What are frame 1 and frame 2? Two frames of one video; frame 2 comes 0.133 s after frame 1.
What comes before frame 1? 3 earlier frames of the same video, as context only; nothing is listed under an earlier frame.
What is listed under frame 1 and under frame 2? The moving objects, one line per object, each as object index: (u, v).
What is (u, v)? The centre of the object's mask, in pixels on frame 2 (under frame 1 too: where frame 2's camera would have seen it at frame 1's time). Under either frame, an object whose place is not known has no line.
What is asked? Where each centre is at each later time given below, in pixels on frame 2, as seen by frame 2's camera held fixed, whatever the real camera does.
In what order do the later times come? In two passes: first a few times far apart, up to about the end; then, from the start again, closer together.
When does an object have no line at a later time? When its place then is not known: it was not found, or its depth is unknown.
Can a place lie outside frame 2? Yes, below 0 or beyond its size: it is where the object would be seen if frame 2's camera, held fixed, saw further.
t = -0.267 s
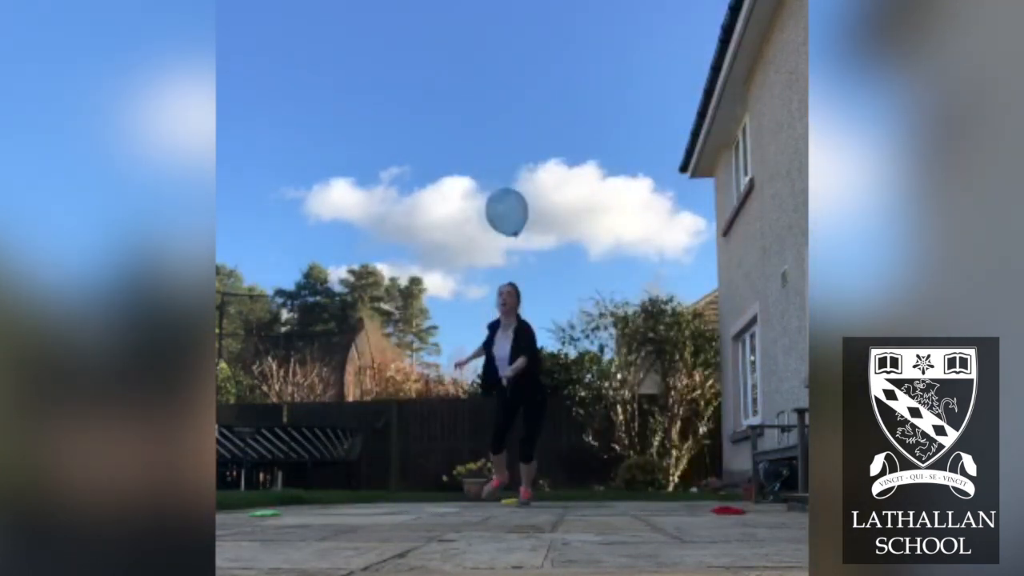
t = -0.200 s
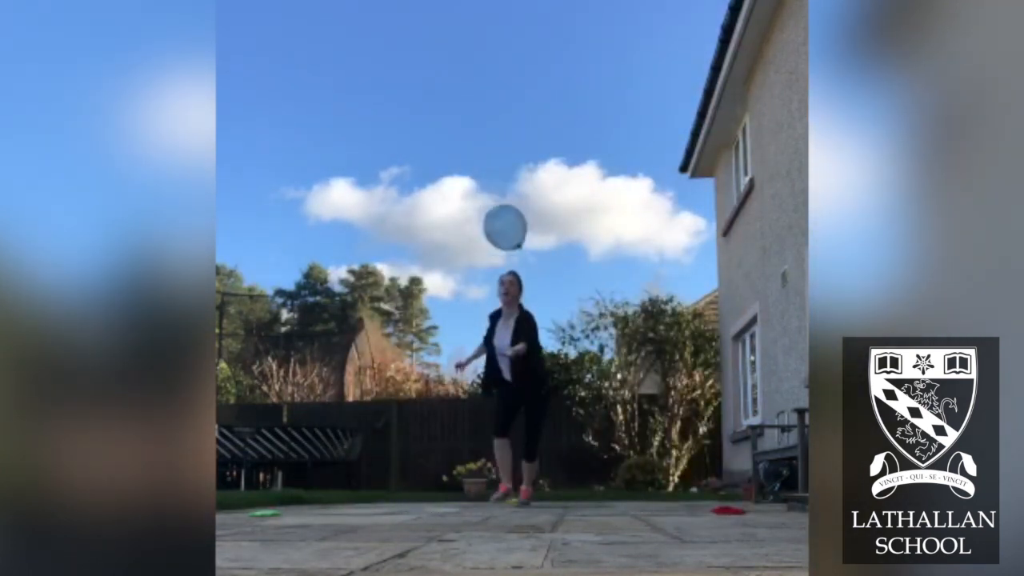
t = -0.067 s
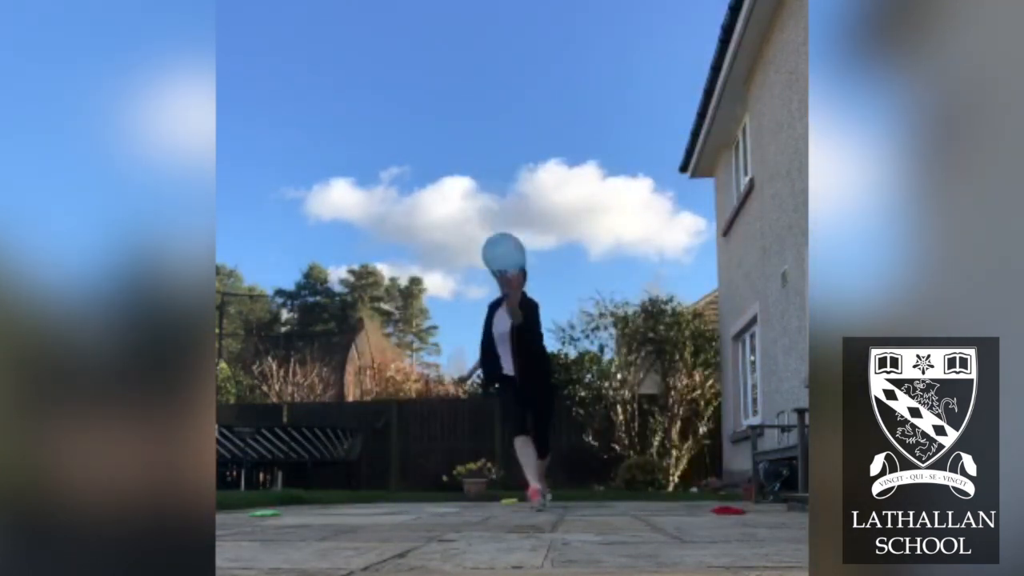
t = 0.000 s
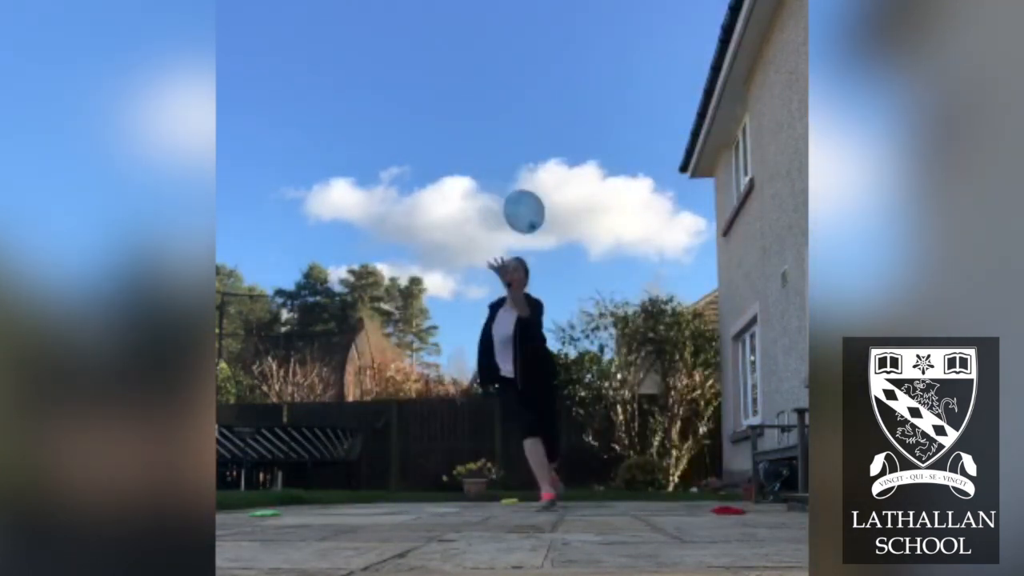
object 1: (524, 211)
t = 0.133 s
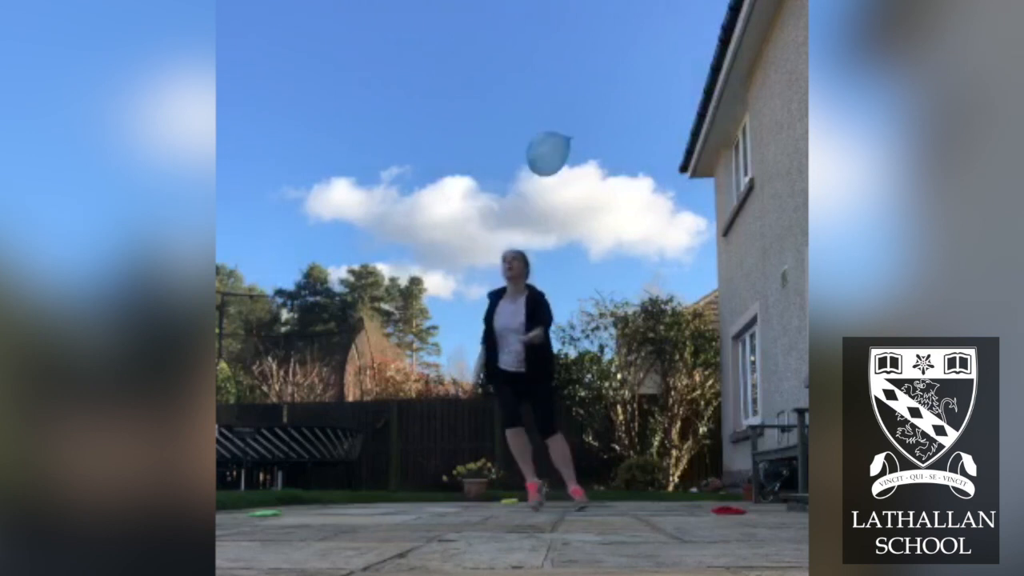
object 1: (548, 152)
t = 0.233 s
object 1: (559, 135)
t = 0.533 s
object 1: (570, 148)
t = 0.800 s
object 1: (575, 196)
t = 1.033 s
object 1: (576, 249)
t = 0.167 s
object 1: (552, 145)
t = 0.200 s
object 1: (555, 139)
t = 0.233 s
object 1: (559, 135)
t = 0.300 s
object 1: (564, 130)
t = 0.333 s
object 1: (565, 130)
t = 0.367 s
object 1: (567, 130)
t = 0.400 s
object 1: (567, 133)
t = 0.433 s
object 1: (568, 136)
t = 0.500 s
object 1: (569, 143)
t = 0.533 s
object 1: (570, 148)
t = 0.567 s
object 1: (571, 153)
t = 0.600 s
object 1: (571, 159)
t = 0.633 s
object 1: (571, 164)
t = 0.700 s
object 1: (573, 176)
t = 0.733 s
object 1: (573, 183)
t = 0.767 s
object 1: (574, 190)
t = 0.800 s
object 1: (575, 196)
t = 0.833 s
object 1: (575, 203)
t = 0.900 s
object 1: (576, 218)
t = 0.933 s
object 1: (576, 225)
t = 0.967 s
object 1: (576, 233)
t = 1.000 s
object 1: (576, 241)
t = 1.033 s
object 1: (576, 249)
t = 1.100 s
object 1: (576, 266)
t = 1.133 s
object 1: (575, 274)
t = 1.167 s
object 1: (575, 282)
